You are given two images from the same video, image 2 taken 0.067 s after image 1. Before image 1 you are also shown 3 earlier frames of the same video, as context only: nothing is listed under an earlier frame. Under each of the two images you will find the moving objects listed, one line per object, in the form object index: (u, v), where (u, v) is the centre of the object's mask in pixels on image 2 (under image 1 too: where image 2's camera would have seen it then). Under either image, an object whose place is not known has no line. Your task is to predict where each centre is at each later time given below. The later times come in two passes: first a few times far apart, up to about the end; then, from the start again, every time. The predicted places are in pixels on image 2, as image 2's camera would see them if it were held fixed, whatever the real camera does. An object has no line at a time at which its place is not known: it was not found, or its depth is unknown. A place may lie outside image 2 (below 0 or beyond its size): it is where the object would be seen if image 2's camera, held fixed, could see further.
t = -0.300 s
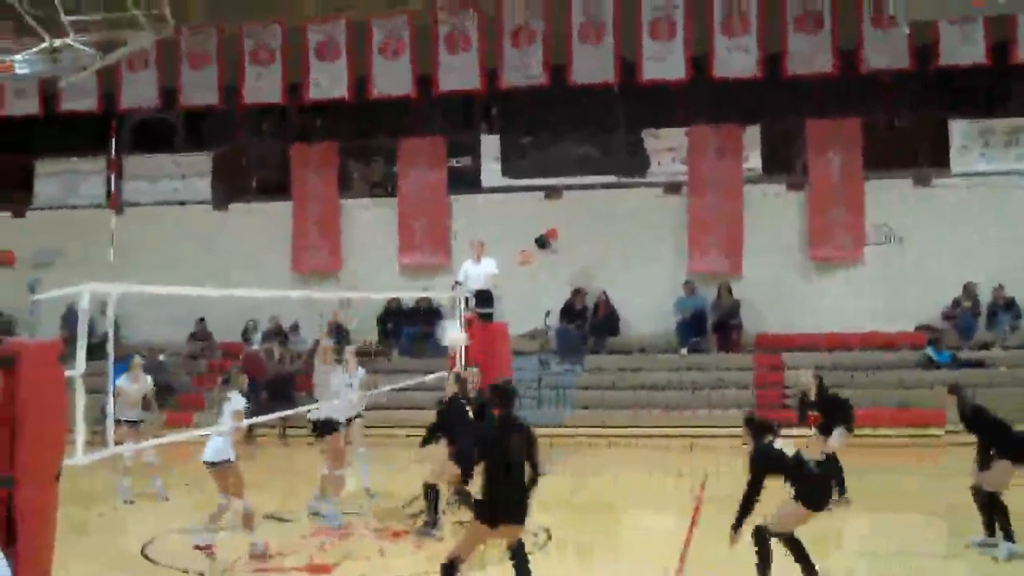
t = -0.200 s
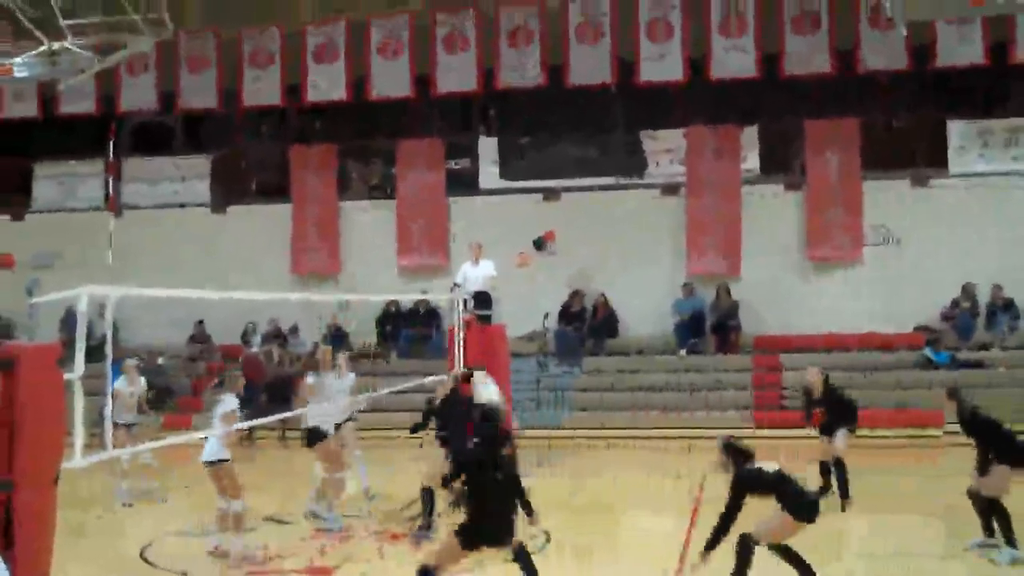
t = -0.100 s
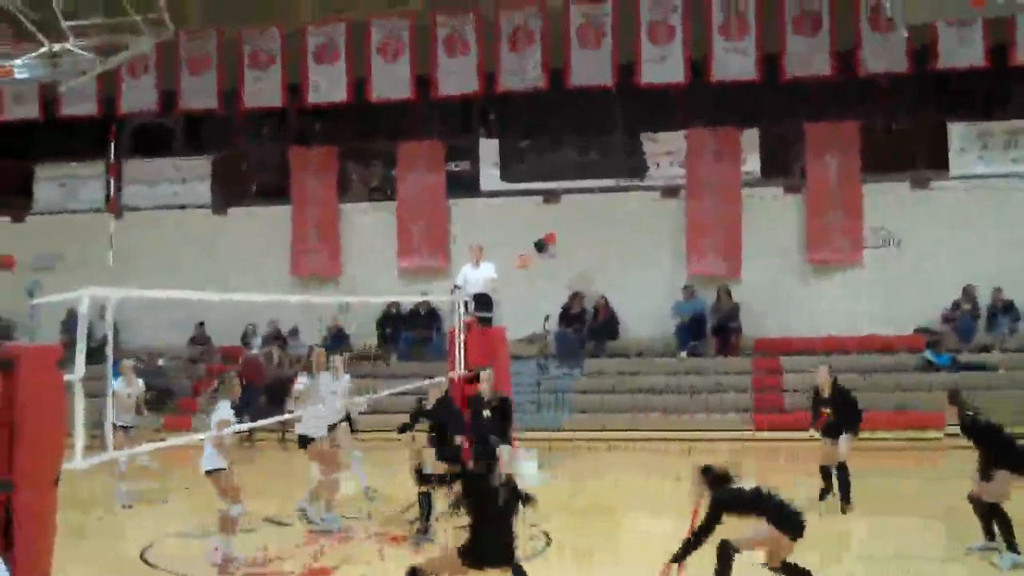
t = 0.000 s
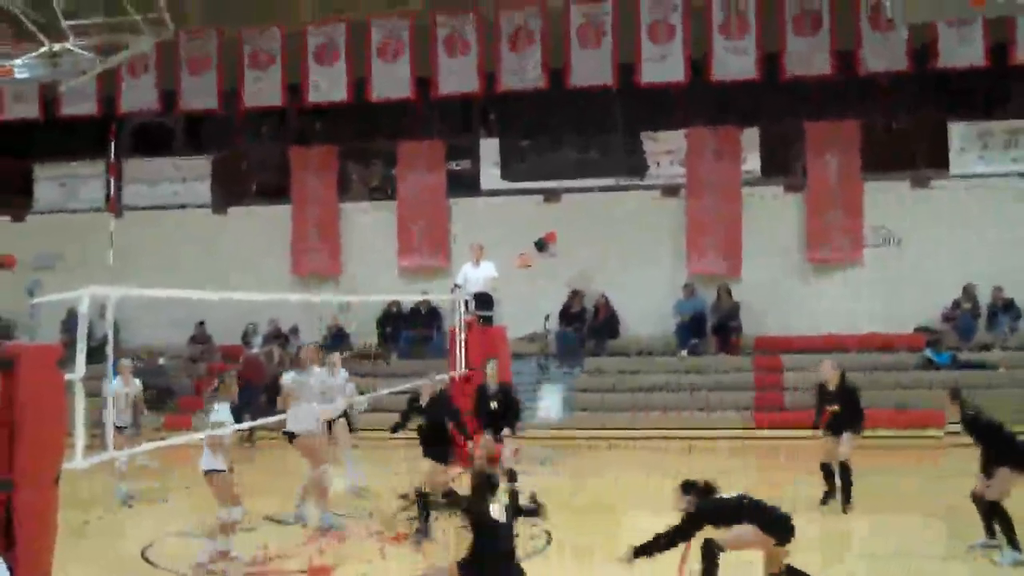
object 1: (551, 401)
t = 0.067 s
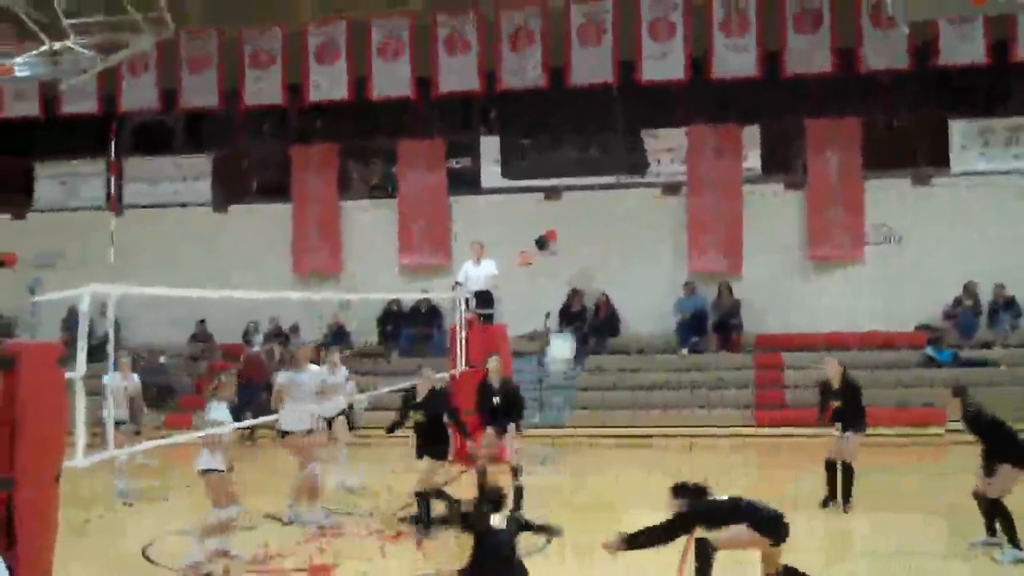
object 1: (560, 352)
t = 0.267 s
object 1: (597, 231)
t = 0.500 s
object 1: (636, 159)
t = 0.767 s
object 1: (687, 161)
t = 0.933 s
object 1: (719, 215)
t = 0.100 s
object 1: (564, 328)
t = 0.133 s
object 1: (574, 307)
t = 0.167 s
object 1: (577, 282)
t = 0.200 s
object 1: (581, 267)
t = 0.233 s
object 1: (588, 247)
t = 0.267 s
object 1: (597, 231)
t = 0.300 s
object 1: (601, 214)
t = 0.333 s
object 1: (605, 202)
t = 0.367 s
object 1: (612, 187)
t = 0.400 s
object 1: (617, 178)
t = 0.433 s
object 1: (623, 173)
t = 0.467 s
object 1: (630, 167)
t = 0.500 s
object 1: (636, 159)
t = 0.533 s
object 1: (641, 155)
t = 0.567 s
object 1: (649, 150)
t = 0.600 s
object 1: (654, 148)
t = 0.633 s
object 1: (660, 150)
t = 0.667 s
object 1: (665, 152)
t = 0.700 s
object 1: (671, 153)
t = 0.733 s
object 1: (679, 156)
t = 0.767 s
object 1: (687, 161)
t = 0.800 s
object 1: (694, 170)
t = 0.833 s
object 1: (700, 179)
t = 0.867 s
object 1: (707, 190)
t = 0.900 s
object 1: (713, 202)
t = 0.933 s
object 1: (719, 215)
